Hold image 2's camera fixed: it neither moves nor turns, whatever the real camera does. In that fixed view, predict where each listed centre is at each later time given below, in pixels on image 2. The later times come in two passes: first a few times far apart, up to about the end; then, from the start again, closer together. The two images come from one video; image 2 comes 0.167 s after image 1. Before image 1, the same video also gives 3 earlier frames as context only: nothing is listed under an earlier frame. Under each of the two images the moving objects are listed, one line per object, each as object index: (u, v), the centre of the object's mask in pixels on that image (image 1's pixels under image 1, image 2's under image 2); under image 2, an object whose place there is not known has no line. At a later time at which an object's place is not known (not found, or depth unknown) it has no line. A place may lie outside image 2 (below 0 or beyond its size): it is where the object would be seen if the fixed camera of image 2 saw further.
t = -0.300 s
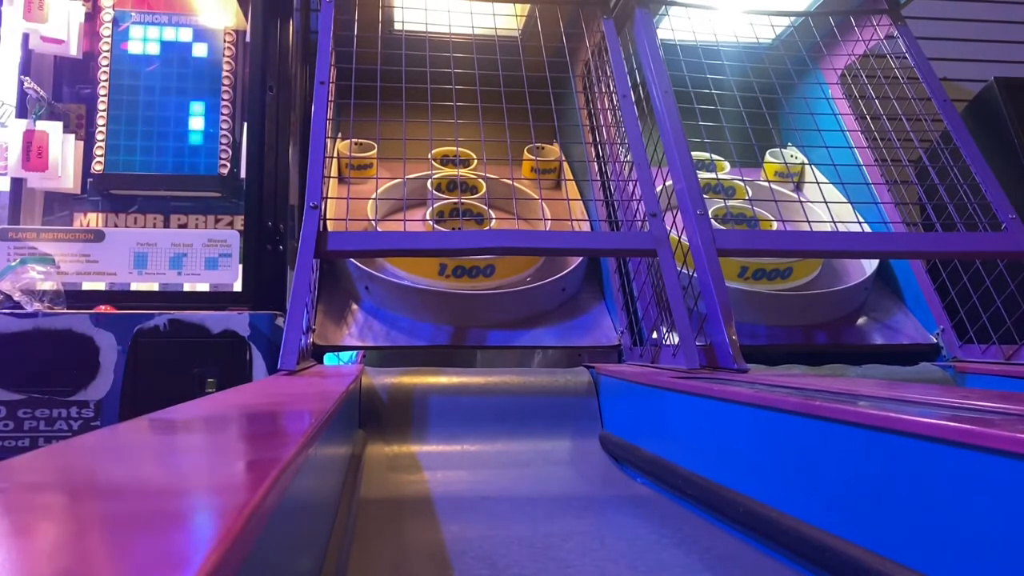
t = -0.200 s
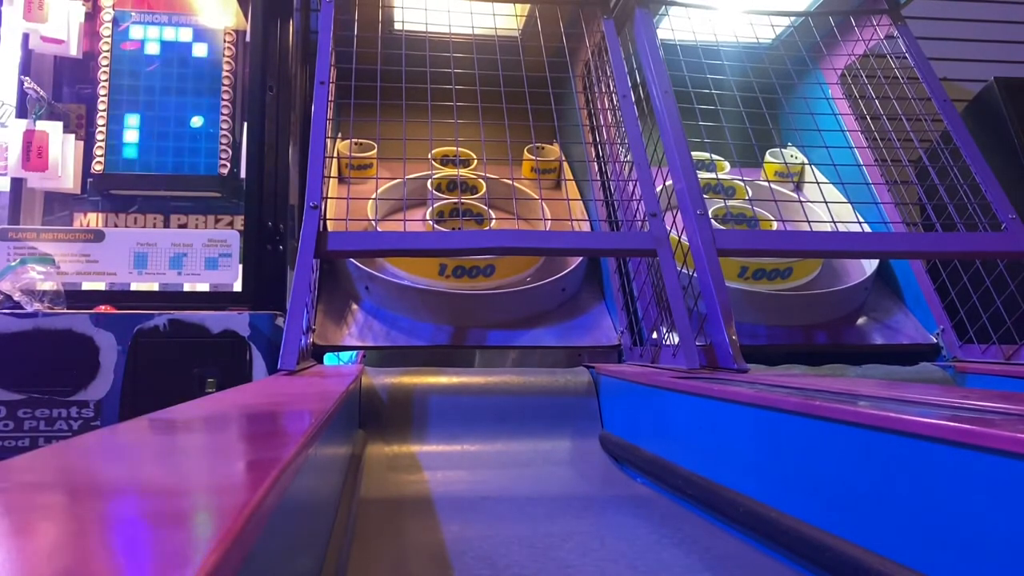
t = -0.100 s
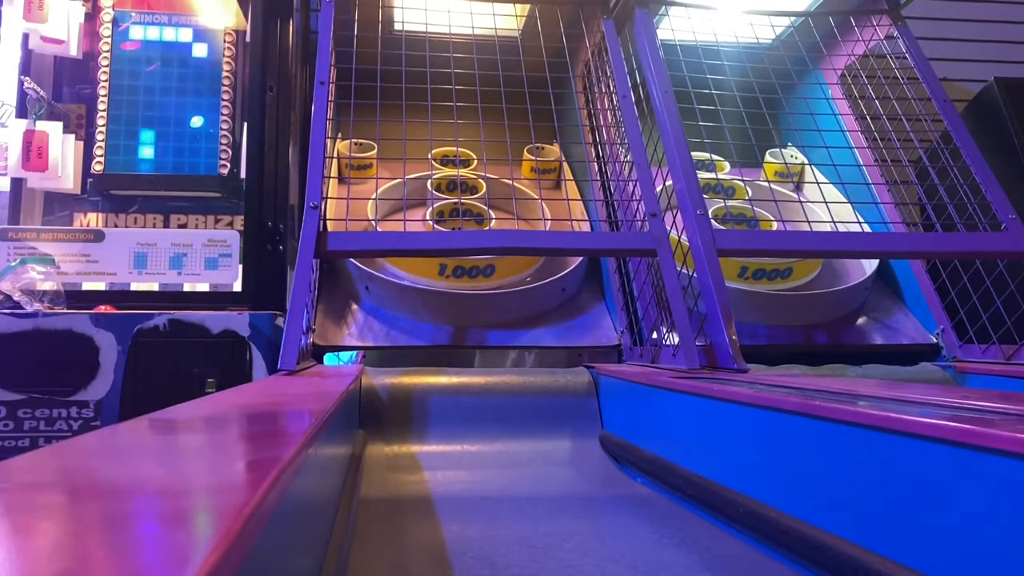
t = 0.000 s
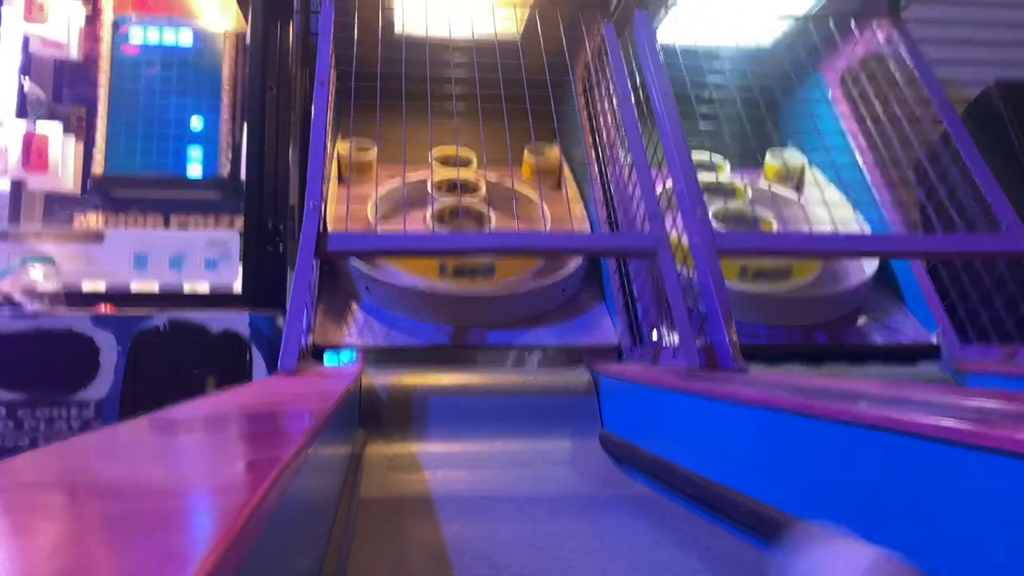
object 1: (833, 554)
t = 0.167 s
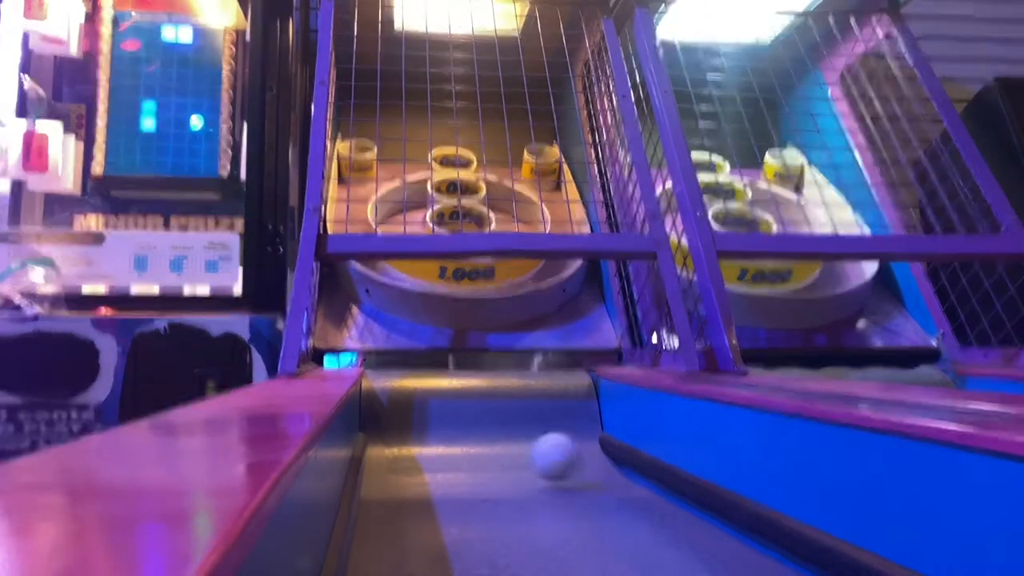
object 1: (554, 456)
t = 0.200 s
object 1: (534, 445)
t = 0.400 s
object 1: (478, 198)
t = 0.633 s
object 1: (441, 150)
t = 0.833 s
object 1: (392, 196)
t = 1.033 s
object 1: (411, 230)
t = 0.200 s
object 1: (534, 445)
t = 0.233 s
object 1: (518, 410)
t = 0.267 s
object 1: (510, 350)
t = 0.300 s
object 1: (503, 303)
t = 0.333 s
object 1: (495, 267)
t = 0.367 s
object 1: (485, 220)
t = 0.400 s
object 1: (478, 198)
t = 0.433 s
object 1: (473, 178)
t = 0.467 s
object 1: (468, 159)
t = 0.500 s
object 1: (461, 150)
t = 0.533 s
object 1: (456, 143)
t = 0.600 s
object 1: (445, 144)
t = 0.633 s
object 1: (441, 150)
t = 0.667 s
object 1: (436, 159)
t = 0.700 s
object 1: (431, 173)
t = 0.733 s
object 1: (424, 191)
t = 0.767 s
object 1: (416, 190)
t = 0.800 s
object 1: (400, 193)
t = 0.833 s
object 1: (392, 196)
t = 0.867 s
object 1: (389, 210)
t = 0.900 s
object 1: (391, 219)
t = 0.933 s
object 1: (395, 223)
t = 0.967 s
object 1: (398, 224)
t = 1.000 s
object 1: (409, 226)
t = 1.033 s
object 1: (411, 230)
